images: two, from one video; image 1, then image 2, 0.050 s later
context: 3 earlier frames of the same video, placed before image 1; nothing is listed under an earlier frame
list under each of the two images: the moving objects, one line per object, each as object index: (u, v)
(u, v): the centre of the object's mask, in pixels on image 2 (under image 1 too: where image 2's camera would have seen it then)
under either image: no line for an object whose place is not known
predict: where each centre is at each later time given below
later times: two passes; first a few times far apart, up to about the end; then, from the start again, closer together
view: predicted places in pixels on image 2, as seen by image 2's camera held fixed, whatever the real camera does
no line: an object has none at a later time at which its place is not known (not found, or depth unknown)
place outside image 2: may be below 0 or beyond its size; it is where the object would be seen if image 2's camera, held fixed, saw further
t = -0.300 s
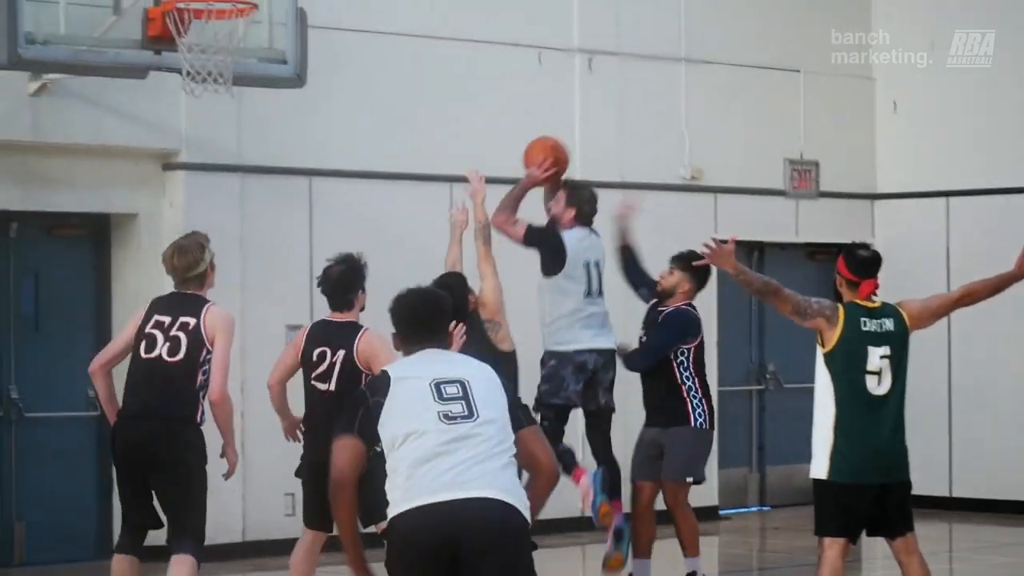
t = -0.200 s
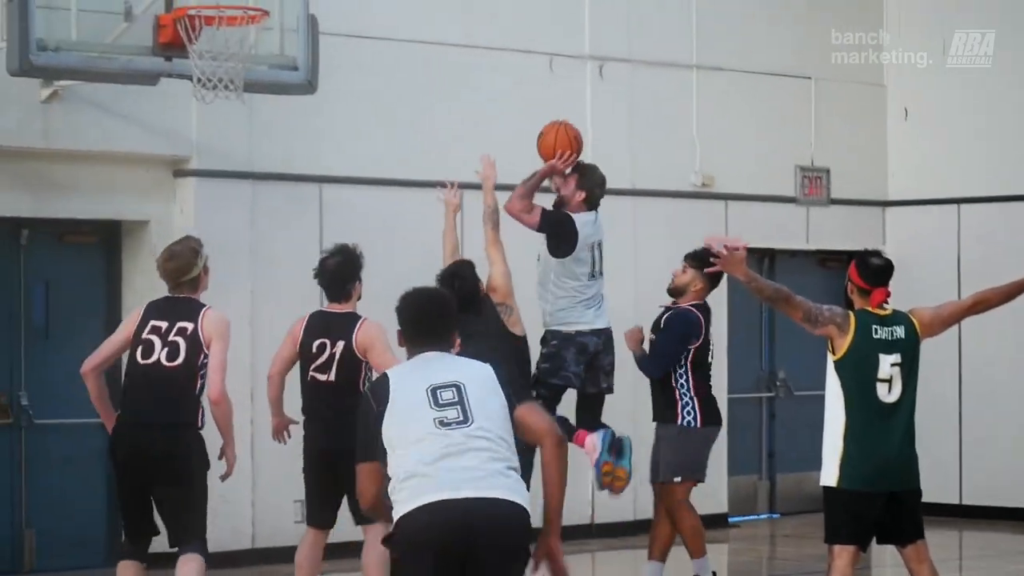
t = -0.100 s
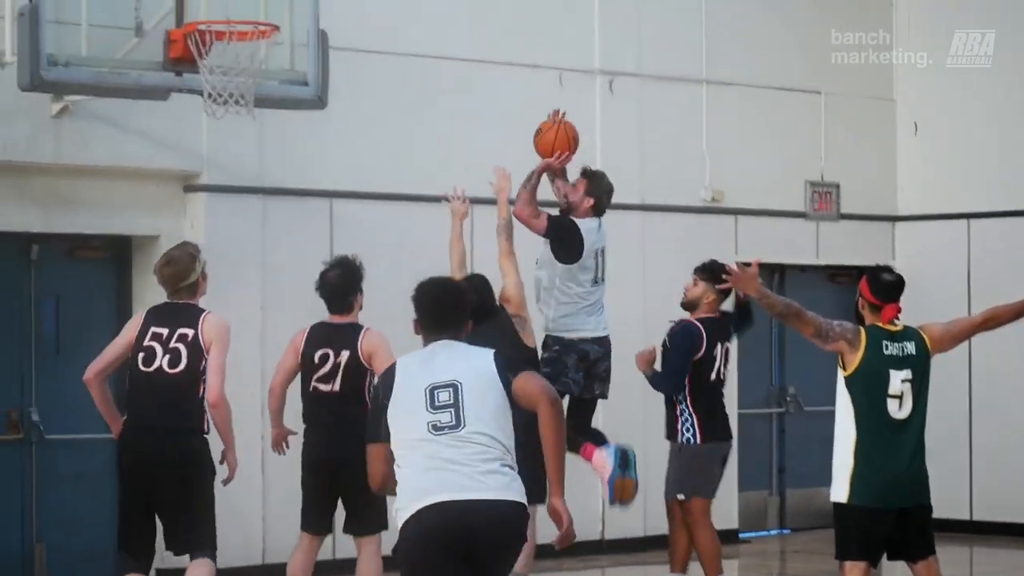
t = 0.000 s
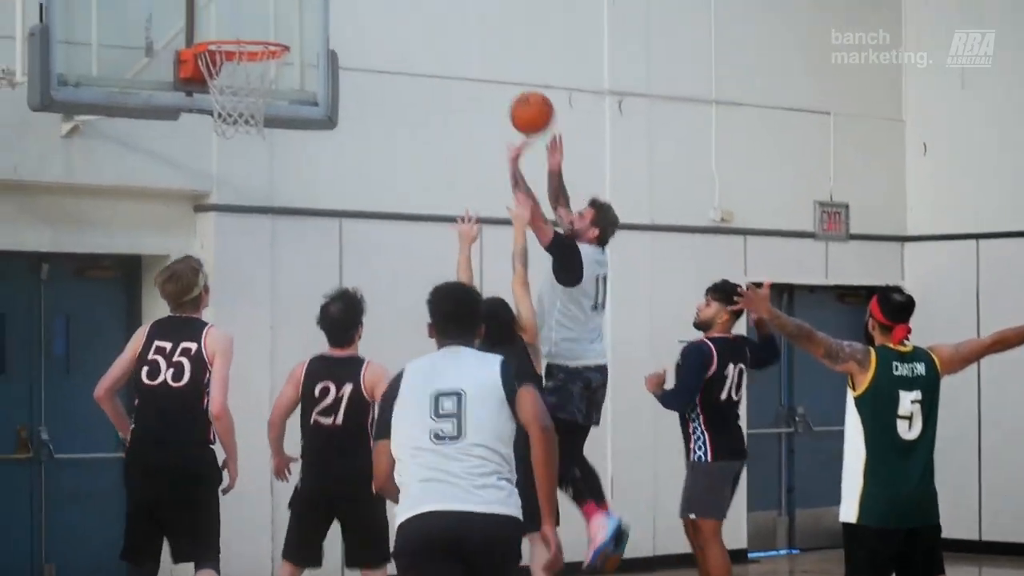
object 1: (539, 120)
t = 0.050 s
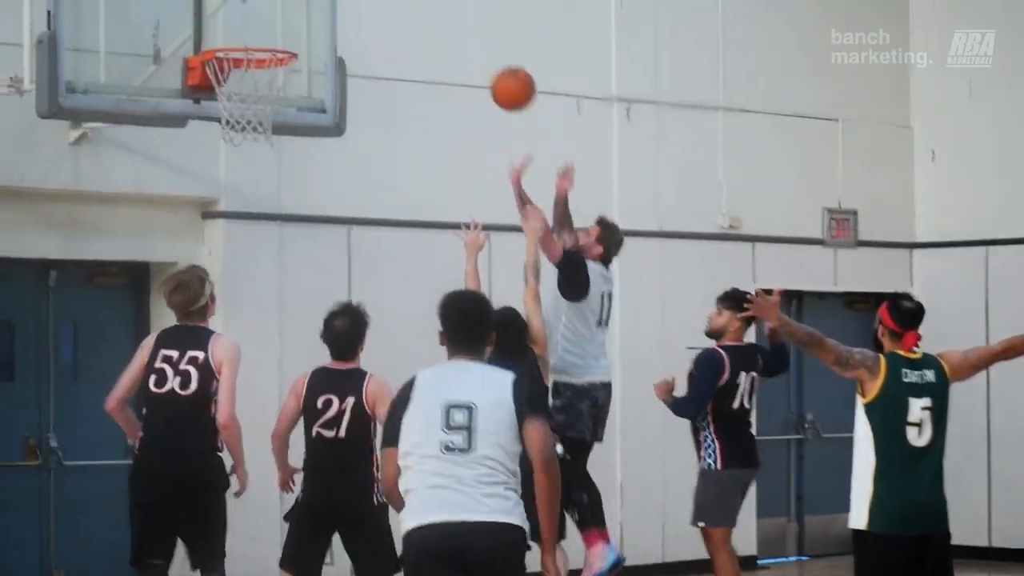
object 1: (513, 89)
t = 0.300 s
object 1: (379, 1)
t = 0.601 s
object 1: (270, 34)
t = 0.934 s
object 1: (353, 2)
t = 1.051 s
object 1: (383, 36)
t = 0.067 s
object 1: (504, 79)
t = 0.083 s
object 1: (495, 70)
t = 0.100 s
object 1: (486, 62)
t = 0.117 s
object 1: (477, 54)
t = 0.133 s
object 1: (468, 46)
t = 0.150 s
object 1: (459, 39)
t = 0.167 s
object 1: (451, 33)
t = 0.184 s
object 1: (442, 27)
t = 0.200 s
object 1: (433, 22)
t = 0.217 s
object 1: (424, 17)
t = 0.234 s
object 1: (415, 13)
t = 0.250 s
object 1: (406, 9)
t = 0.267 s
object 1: (397, 6)
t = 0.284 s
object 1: (388, 3)
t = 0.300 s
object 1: (379, 1)
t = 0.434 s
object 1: (307, 0)
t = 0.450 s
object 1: (298, 2)
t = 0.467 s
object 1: (289, 5)
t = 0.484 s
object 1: (280, 9)
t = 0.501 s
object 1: (271, 12)
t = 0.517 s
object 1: (269, 16)
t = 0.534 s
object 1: (269, 19)
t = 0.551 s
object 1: (269, 24)
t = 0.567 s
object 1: (269, 28)
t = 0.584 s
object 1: (269, 31)
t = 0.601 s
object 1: (270, 34)
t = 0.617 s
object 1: (274, 32)
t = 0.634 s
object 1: (278, 27)
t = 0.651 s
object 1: (282, 22)
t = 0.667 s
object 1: (286, 17)
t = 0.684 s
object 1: (290, 12)
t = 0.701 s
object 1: (295, 8)
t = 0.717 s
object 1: (299, 4)
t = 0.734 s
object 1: (303, 1)
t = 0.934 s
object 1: (353, 2)
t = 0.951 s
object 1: (357, 5)
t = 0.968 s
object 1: (361, 9)
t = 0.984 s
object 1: (366, 13)
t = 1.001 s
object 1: (370, 18)
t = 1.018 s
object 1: (374, 23)
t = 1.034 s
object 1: (379, 29)
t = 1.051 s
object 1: (383, 36)
